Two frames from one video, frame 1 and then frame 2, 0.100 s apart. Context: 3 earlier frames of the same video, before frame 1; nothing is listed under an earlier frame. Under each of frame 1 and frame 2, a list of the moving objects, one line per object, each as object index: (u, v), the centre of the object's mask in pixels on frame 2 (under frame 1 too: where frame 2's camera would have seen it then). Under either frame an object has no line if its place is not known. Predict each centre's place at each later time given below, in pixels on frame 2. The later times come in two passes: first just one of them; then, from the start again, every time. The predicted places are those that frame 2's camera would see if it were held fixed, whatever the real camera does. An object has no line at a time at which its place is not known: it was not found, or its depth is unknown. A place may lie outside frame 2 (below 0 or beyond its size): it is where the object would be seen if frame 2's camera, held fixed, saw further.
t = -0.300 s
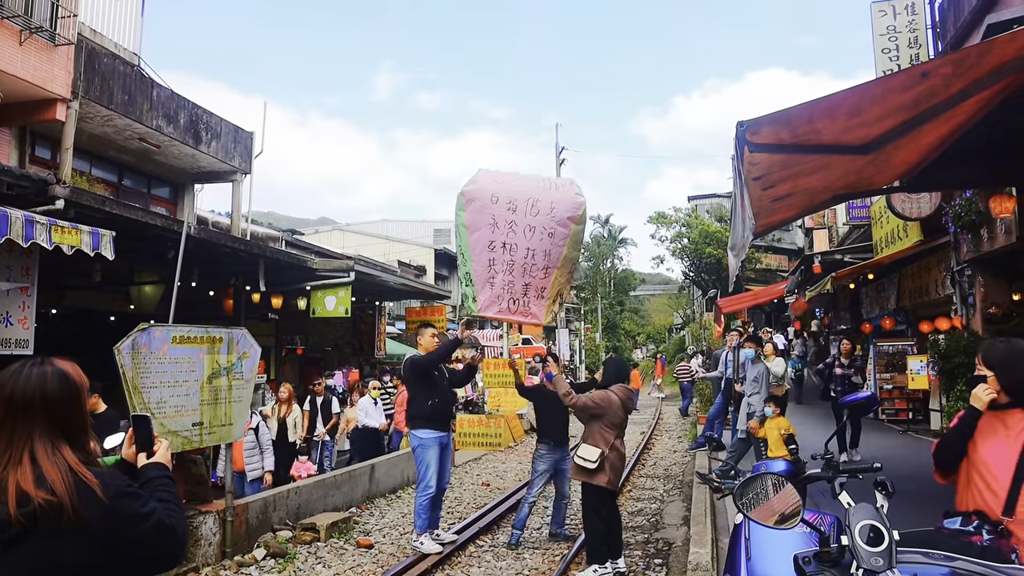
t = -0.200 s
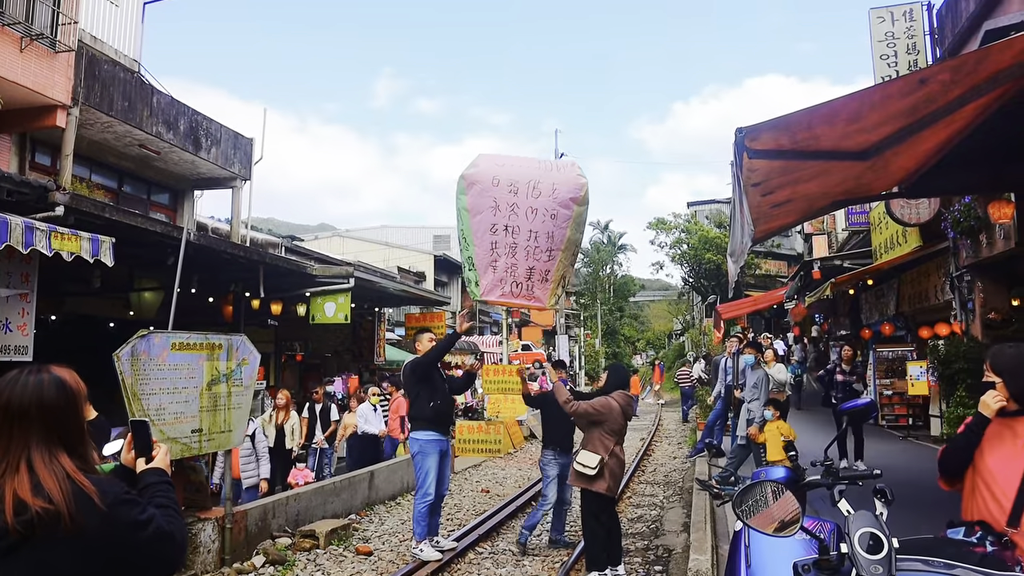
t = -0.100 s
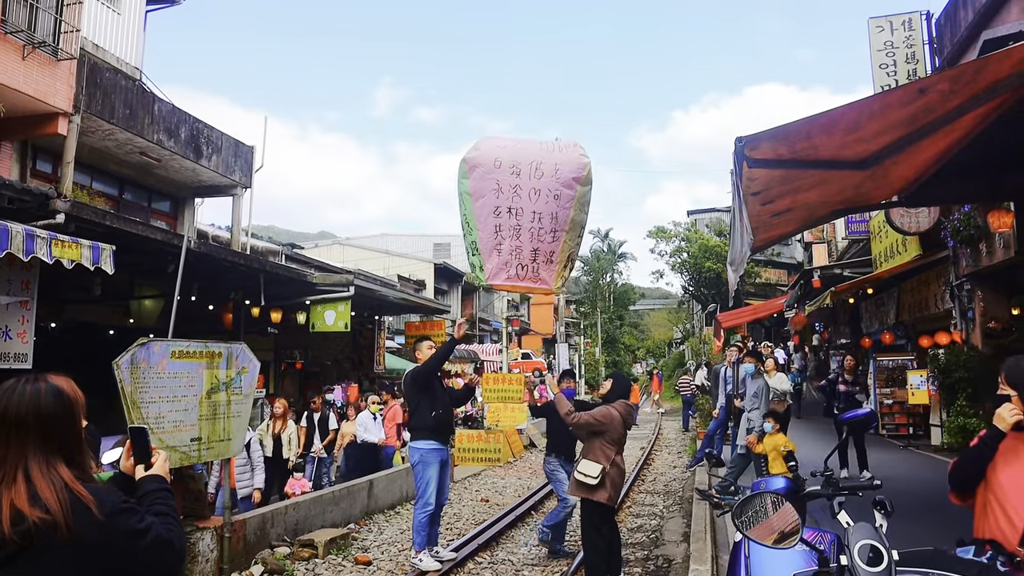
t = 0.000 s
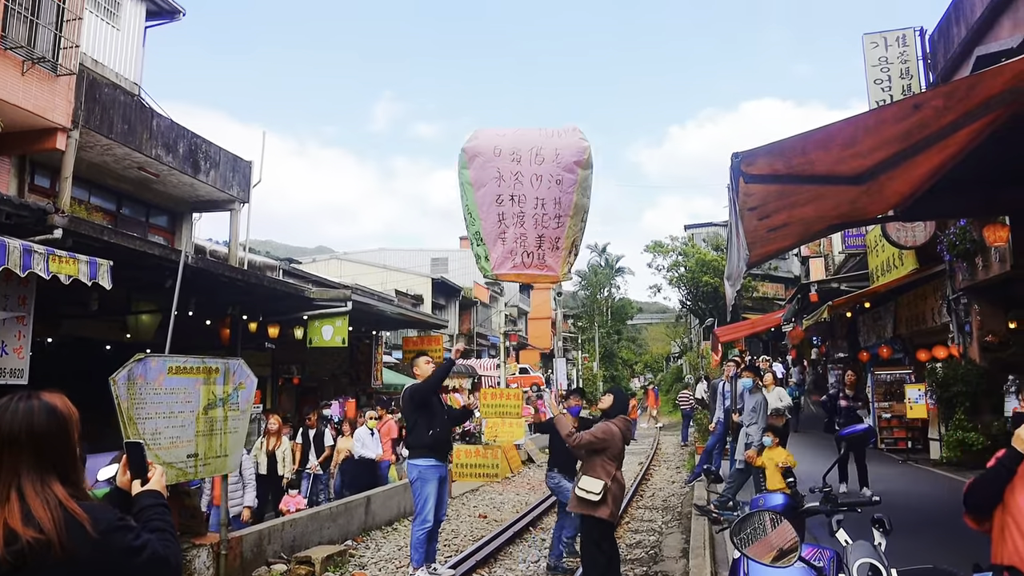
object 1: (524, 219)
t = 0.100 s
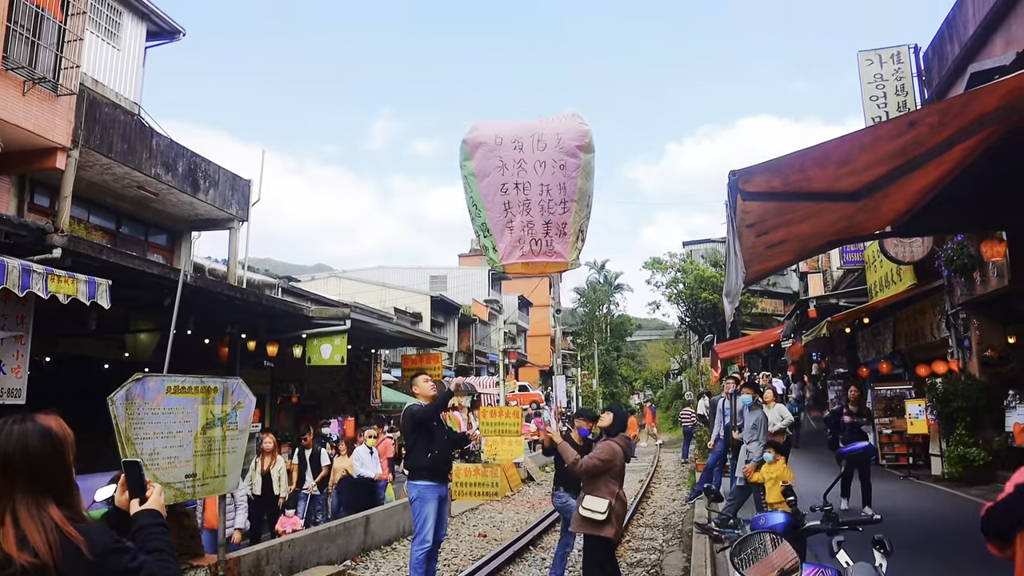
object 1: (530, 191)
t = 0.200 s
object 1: (535, 161)
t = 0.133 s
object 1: (531, 182)
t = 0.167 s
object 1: (533, 171)
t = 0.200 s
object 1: (535, 161)
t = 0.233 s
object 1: (537, 150)
